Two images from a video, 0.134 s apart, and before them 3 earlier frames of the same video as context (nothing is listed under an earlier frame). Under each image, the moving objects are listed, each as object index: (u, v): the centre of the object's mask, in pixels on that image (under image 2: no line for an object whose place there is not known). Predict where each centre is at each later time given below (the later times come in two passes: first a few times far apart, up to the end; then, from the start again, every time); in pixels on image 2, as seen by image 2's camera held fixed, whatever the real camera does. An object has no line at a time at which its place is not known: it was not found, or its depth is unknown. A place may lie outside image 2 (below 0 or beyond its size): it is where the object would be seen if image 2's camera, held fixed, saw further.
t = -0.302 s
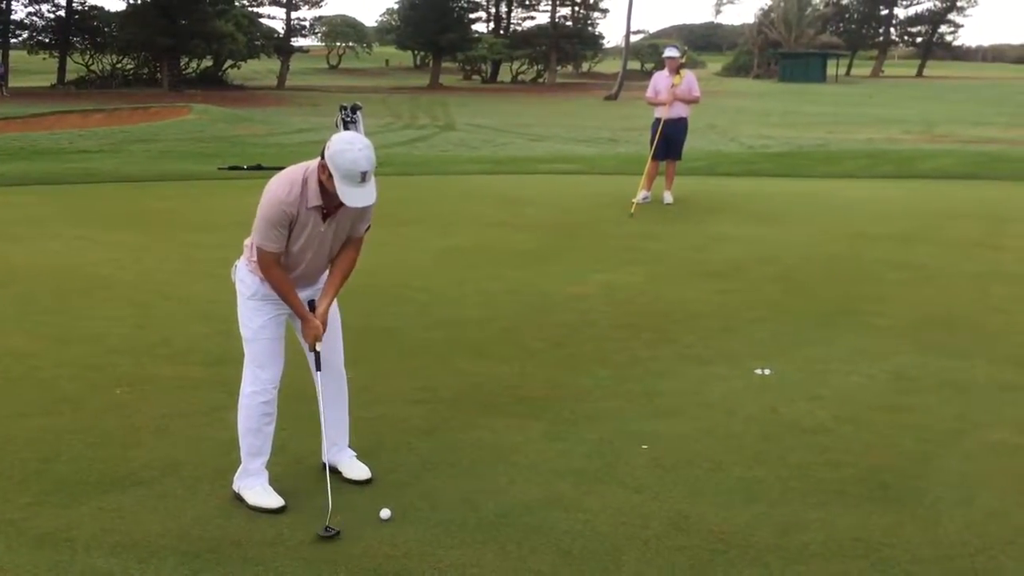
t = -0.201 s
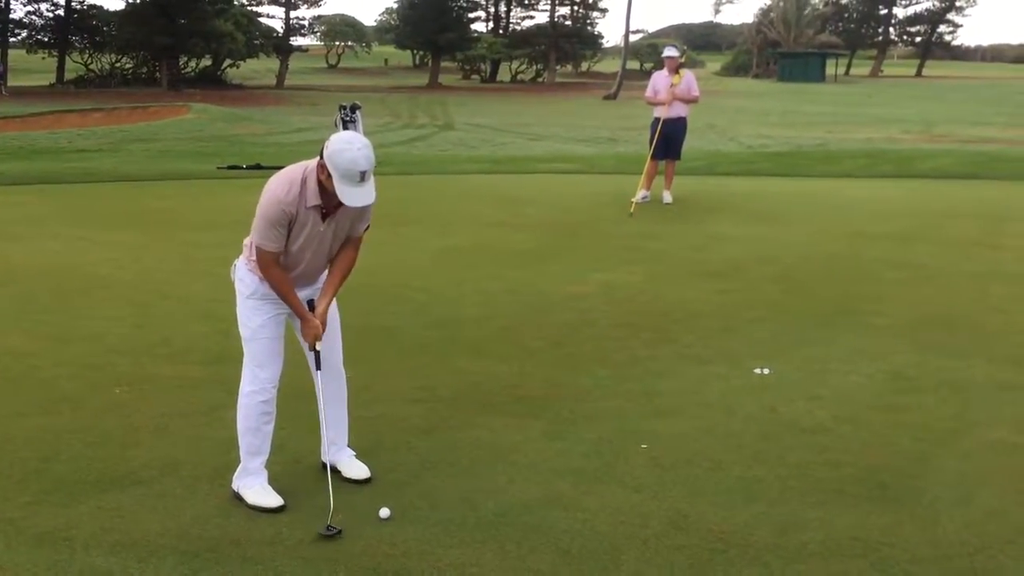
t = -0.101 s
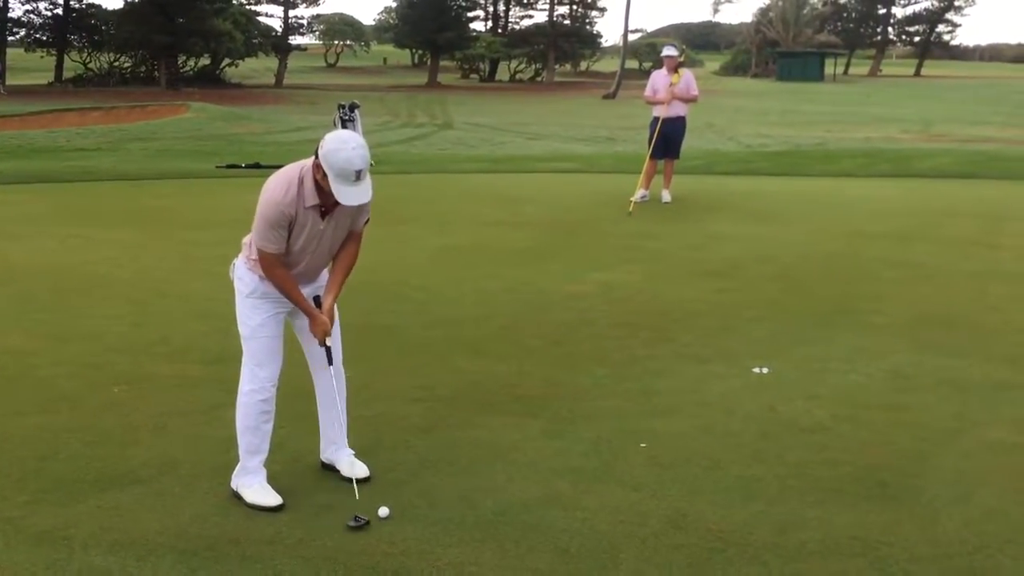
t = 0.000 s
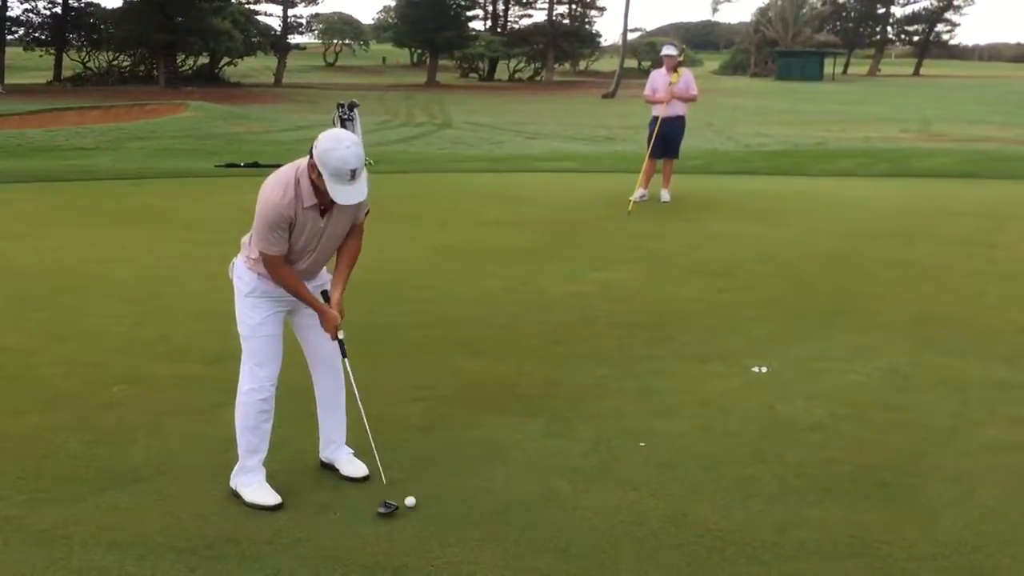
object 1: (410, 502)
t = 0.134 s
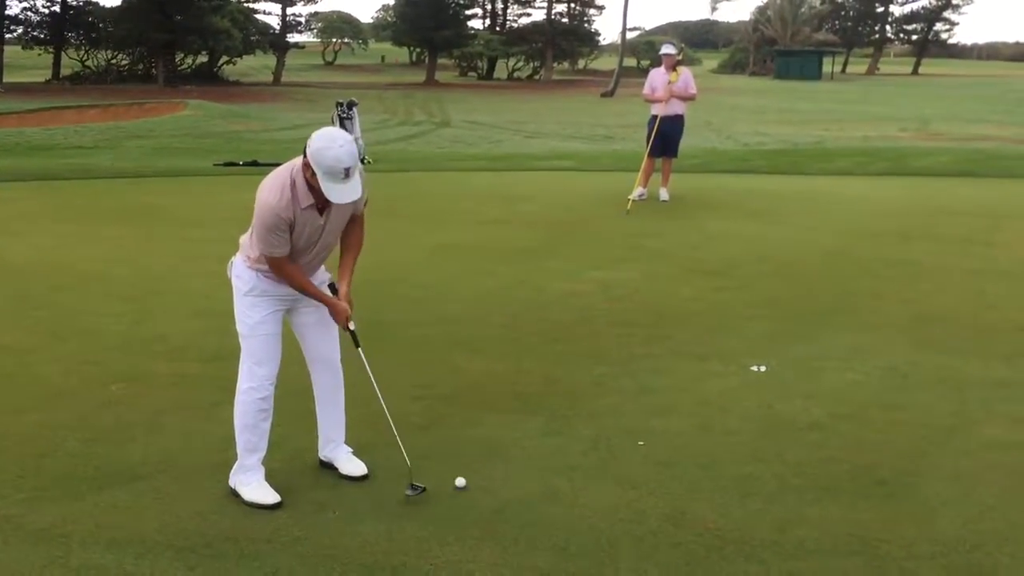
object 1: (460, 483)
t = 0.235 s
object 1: (492, 471)
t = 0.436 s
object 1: (548, 451)
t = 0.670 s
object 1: (601, 431)
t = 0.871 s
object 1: (638, 416)
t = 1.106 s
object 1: (673, 401)
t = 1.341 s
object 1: (701, 388)
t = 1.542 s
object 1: (720, 379)
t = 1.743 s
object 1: (736, 372)
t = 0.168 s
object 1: (471, 478)
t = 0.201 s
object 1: (481, 475)
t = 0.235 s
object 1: (492, 471)
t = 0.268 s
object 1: (502, 467)
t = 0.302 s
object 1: (512, 464)
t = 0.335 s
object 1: (521, 460)
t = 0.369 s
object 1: (531, 457)
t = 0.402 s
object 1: (539, 454)
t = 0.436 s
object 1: (548, 451)
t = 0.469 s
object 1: (556, 447)
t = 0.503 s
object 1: (564, 445)
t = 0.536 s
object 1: (572, 442)
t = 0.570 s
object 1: (580, 439)
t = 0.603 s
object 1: (587, 436)
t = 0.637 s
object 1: (594, 433)
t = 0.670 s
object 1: (601, 431)
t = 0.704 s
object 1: (608, 428)
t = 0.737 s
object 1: (614, 425)
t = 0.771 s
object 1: (620, 423)
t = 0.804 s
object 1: (626, 420)
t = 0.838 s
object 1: (632, 418)
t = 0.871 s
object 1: (638, 416)
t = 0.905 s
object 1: (644, 414)
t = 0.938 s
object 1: (649, 411)
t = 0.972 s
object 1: (654, 409)
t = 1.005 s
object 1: (659, 407)
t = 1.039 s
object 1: (664, 405)
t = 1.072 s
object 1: (669, 403)
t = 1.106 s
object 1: (673, 401)
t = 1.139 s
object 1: (678, 399)
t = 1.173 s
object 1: (682, 397)
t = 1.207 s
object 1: (687, 395)
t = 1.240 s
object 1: (691, 393)
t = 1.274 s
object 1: (694, 392)
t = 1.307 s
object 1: (698, 390)
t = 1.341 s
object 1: (701, 388)
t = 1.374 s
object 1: (705, 387)
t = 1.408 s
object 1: (708, 385)
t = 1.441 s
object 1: (712, 383)
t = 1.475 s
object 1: (715, 382)
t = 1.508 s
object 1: (717, 381)
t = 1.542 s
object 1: (720, 379)
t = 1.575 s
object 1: (723, 378)
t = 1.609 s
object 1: (726, 376)
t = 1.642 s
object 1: (728, 375)
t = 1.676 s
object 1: (731, 374)
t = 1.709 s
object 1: (733, 373)
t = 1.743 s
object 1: (736, 372)
